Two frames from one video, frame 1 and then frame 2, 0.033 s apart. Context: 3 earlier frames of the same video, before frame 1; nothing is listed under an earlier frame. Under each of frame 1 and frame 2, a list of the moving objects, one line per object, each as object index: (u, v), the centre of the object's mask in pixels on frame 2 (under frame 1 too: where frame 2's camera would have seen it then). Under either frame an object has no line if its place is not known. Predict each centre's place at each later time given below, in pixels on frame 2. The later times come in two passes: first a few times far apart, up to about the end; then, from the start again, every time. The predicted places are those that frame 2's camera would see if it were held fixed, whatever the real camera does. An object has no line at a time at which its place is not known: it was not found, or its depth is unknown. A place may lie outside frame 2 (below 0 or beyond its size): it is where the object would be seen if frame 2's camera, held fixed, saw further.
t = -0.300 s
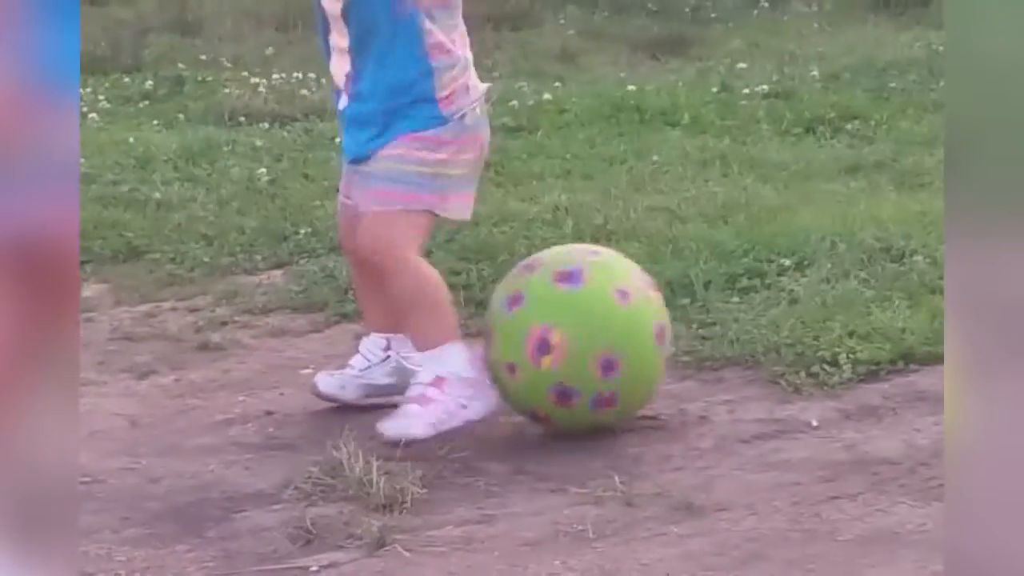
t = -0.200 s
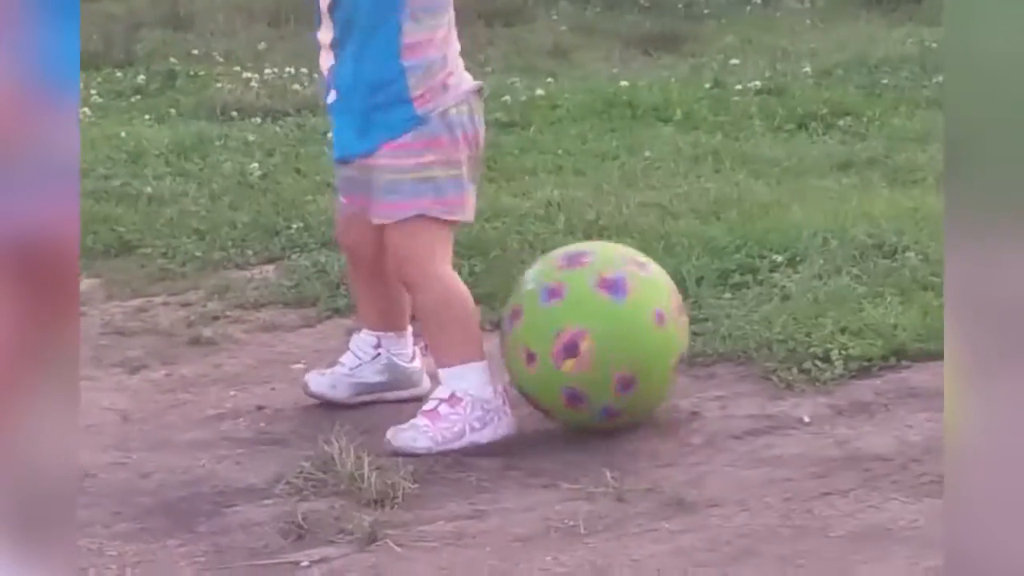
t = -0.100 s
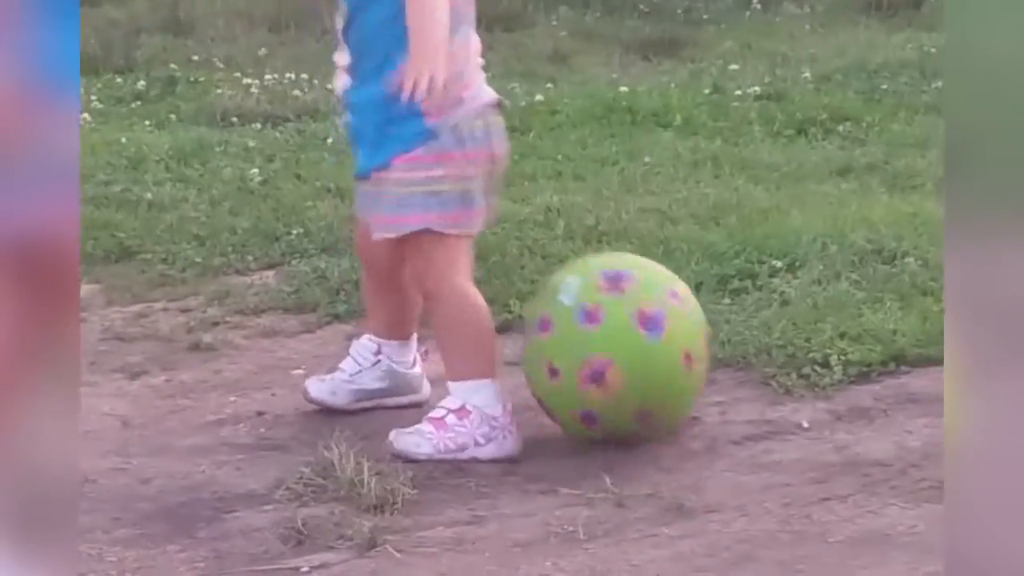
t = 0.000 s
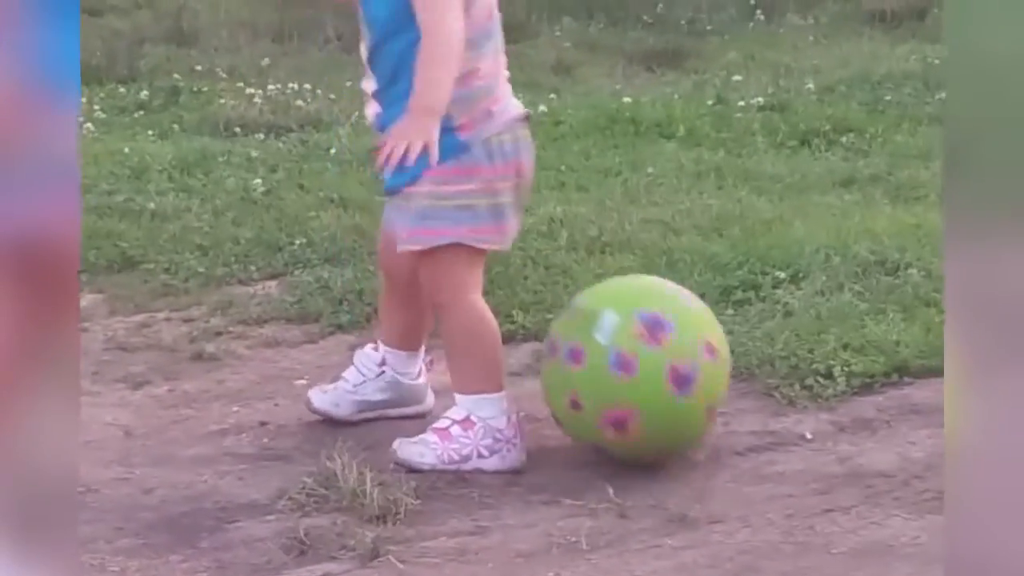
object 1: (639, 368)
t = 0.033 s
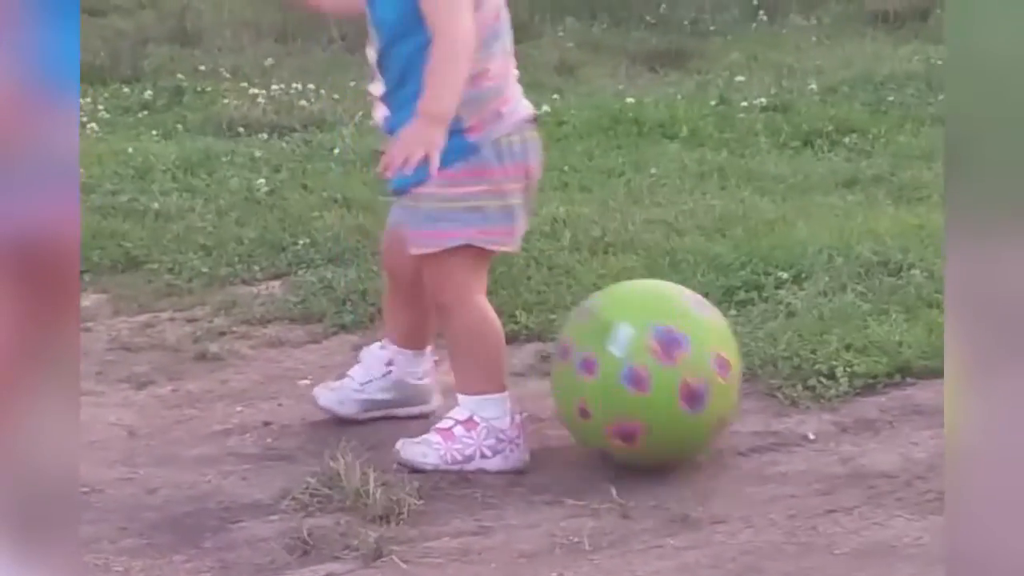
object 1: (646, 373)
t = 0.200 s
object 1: (683, 395)
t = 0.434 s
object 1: (732, 410)
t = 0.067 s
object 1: (654, 380)
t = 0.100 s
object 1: (661, 386)
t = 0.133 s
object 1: (668, 388)
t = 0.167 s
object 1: (675, 392)
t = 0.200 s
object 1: (683, 395)
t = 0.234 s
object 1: (689, 398)
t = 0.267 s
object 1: (696, 401)
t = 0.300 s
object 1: (703, 403)
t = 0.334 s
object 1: (710, 405)
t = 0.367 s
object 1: (718, 407)
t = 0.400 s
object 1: (725, 409)
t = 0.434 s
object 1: (732, 410)
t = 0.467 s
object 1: (739, 410)
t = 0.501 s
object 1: (745, 410)
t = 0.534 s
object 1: (752, 411)
